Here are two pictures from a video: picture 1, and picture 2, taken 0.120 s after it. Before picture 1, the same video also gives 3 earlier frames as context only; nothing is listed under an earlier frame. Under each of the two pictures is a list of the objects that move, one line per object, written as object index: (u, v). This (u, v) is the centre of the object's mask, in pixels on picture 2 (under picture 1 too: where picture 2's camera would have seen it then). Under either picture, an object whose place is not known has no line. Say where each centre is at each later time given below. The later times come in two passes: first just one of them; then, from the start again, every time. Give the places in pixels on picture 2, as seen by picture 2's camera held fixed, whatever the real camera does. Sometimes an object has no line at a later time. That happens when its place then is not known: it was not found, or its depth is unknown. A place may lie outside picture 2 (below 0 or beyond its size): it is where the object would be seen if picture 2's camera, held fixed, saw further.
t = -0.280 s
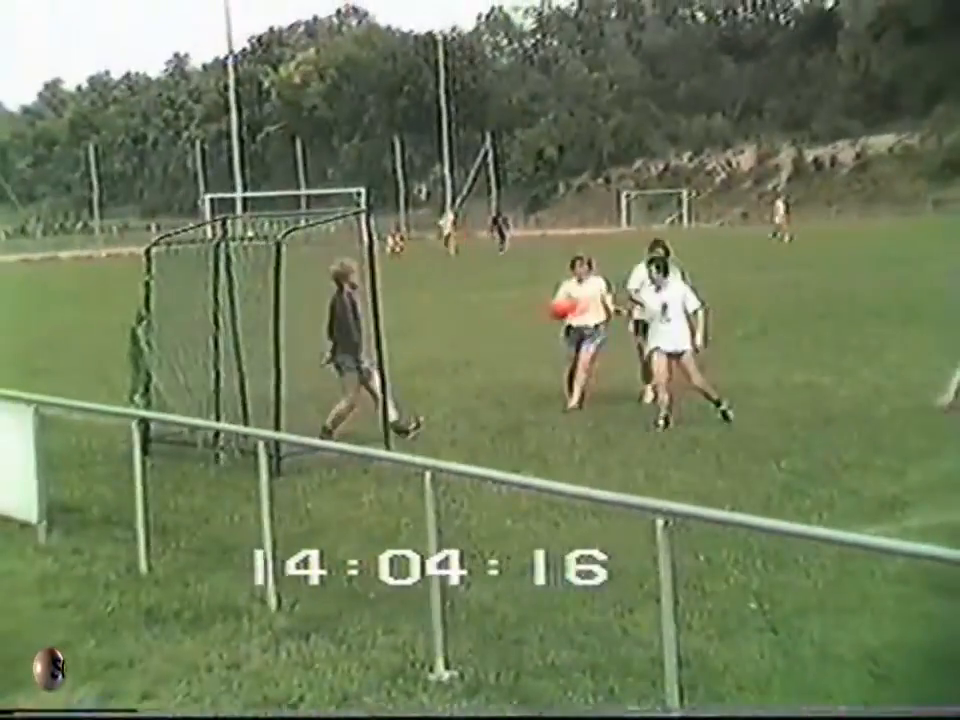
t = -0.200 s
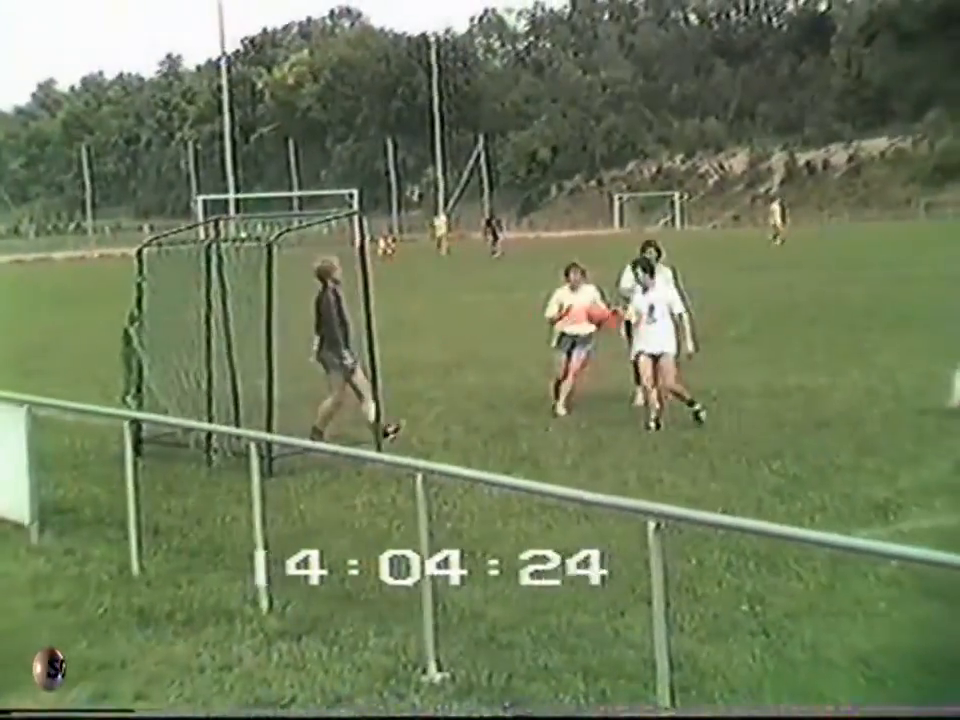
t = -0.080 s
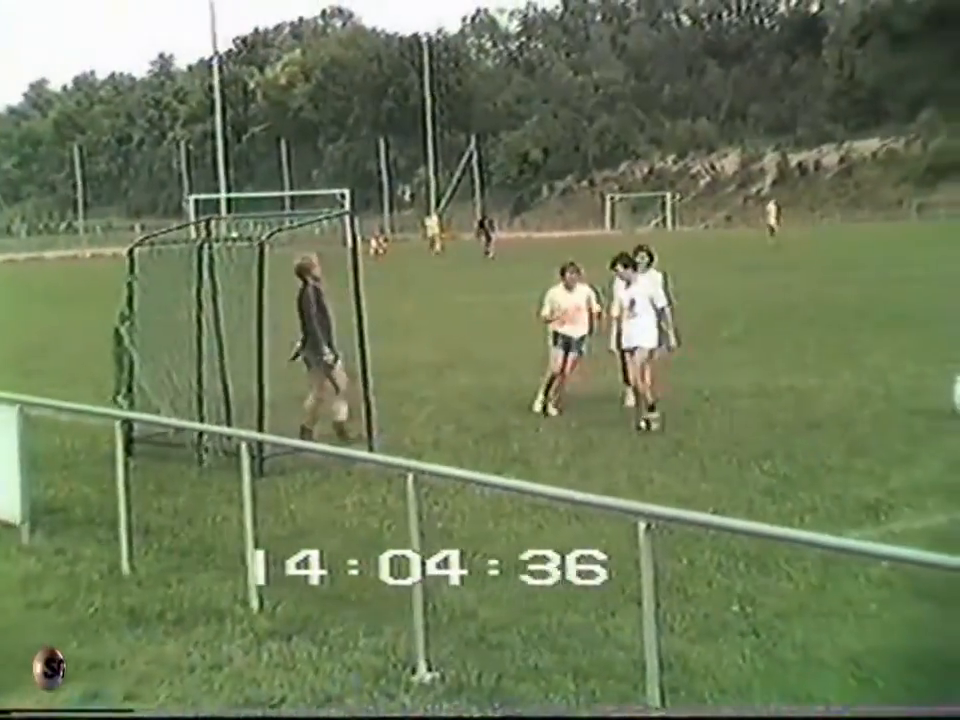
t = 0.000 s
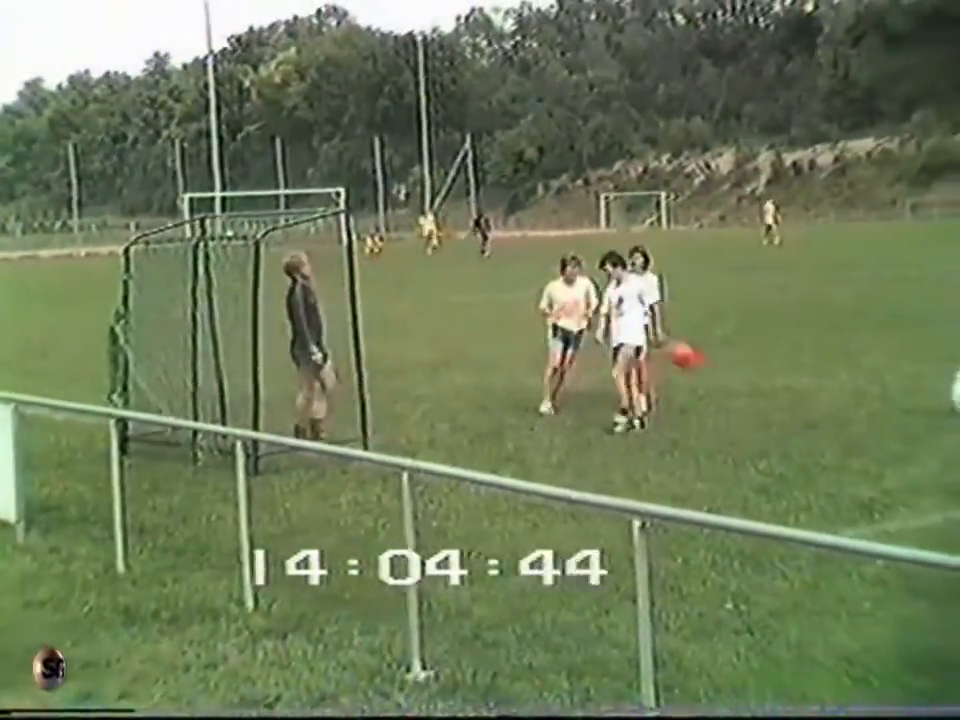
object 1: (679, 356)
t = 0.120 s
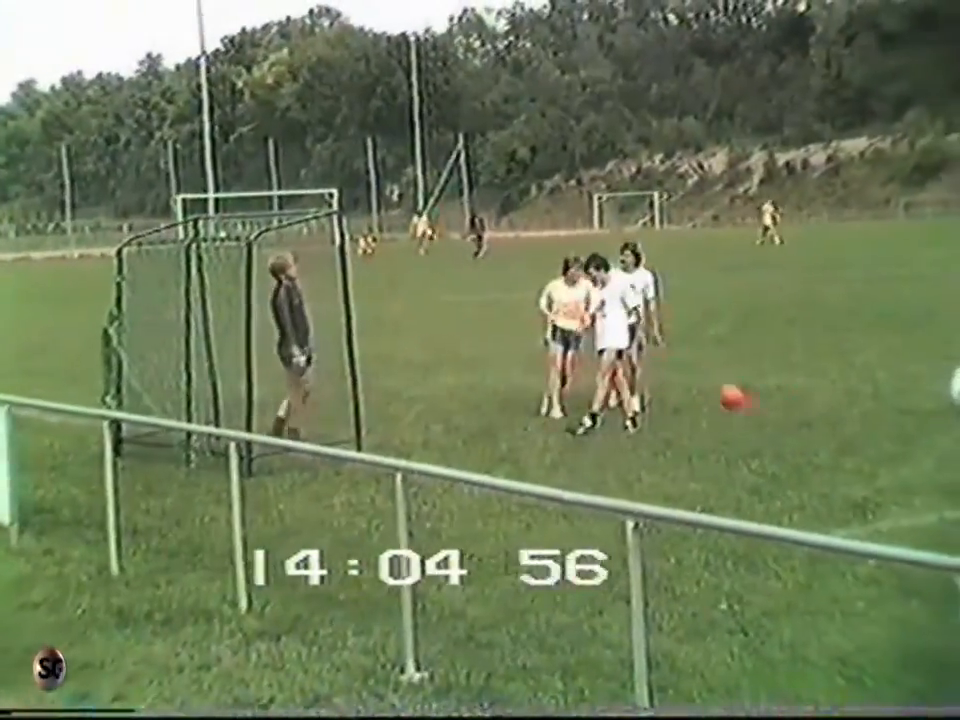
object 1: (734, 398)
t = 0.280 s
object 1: (803, 372)
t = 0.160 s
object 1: (754, 400)
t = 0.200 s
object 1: (772, 390)
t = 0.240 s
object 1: (785, 380)
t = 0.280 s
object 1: (803, 372)
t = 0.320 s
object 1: (819, 365)
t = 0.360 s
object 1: (832, 359)
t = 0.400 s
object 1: (848, 355)
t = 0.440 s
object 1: (863, 352)
